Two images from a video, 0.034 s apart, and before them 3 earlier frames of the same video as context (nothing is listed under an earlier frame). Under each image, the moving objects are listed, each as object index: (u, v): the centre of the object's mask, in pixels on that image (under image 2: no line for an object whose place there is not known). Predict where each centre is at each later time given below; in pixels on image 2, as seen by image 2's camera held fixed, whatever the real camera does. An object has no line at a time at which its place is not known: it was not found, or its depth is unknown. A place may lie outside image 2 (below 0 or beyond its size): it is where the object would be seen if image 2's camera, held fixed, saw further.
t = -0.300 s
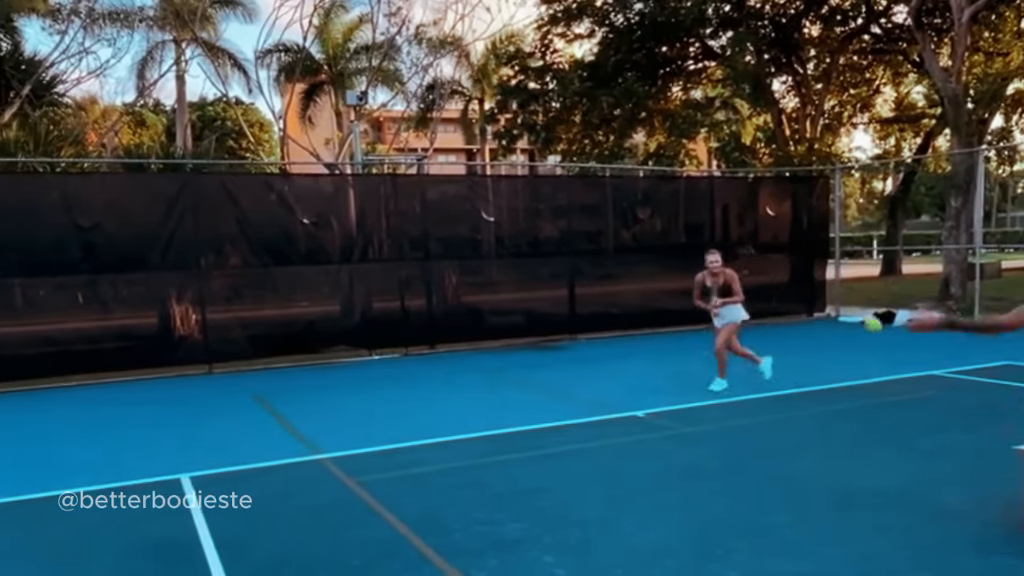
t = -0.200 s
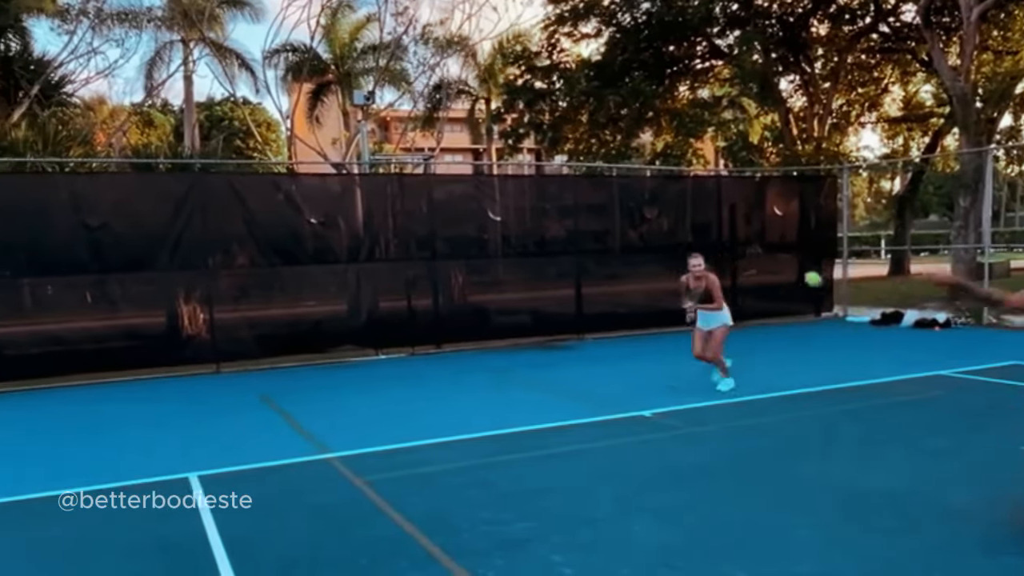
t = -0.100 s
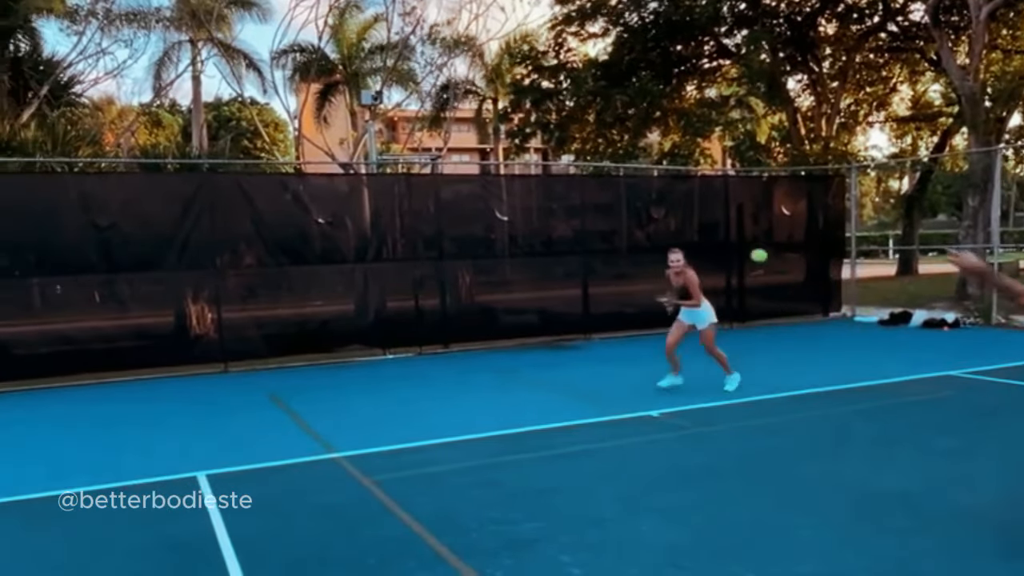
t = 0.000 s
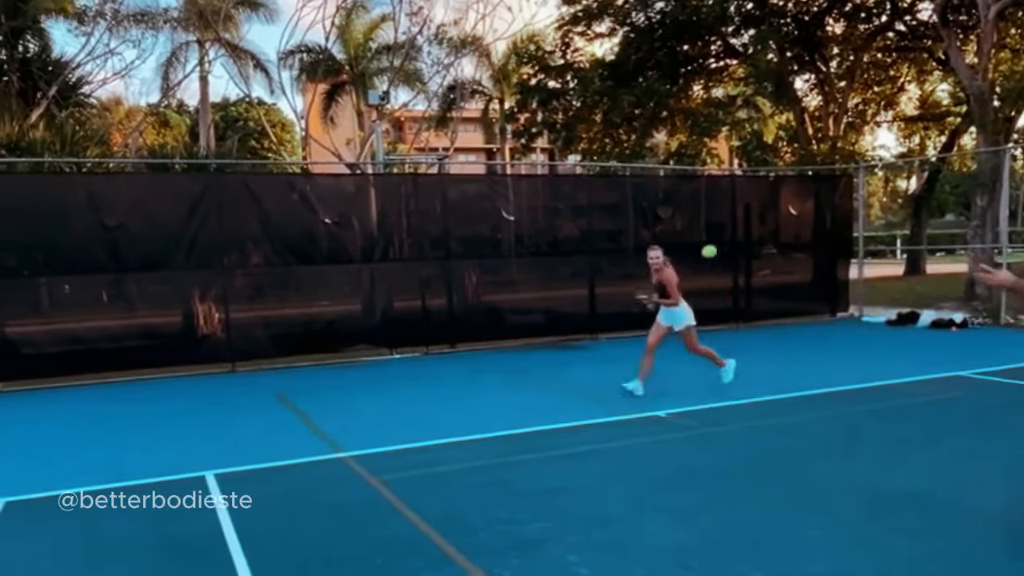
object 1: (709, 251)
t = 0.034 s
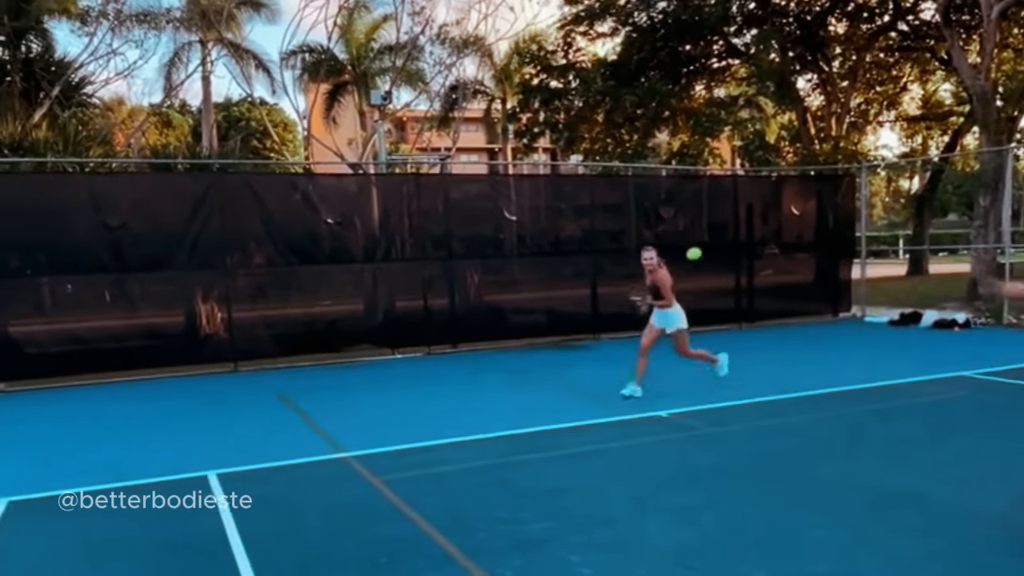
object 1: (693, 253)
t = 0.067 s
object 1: (676, 258)
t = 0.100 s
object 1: (659, 263)
